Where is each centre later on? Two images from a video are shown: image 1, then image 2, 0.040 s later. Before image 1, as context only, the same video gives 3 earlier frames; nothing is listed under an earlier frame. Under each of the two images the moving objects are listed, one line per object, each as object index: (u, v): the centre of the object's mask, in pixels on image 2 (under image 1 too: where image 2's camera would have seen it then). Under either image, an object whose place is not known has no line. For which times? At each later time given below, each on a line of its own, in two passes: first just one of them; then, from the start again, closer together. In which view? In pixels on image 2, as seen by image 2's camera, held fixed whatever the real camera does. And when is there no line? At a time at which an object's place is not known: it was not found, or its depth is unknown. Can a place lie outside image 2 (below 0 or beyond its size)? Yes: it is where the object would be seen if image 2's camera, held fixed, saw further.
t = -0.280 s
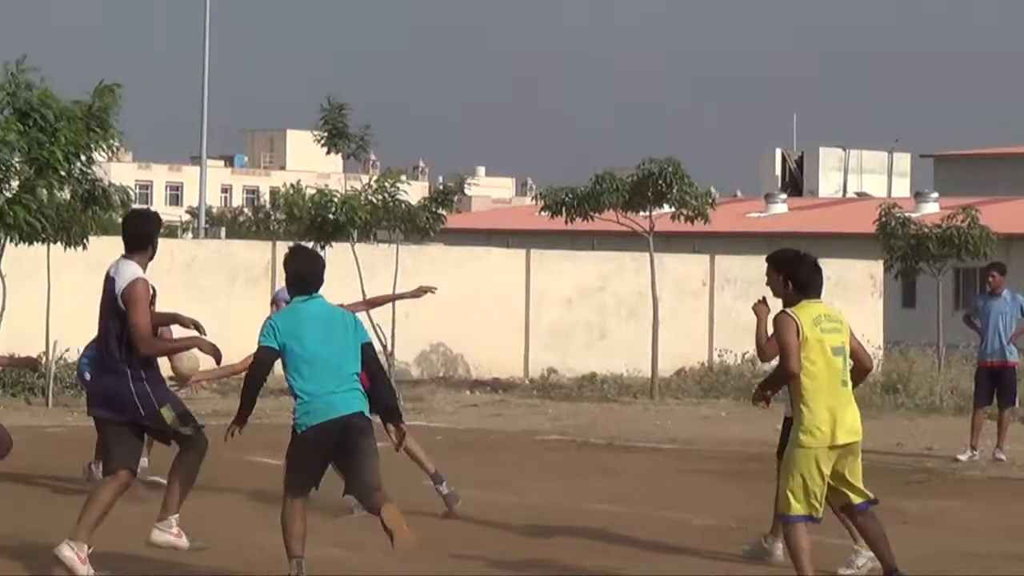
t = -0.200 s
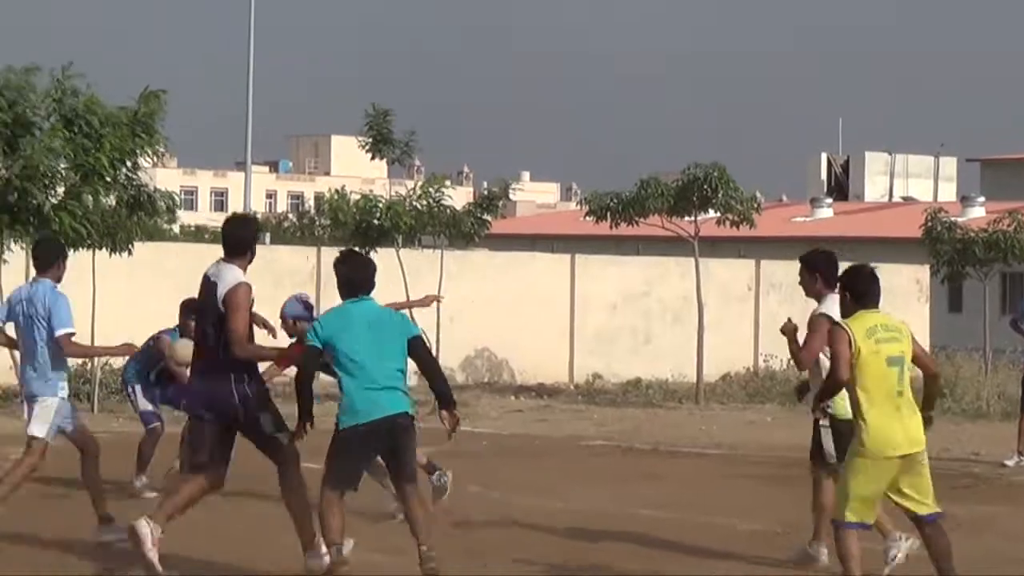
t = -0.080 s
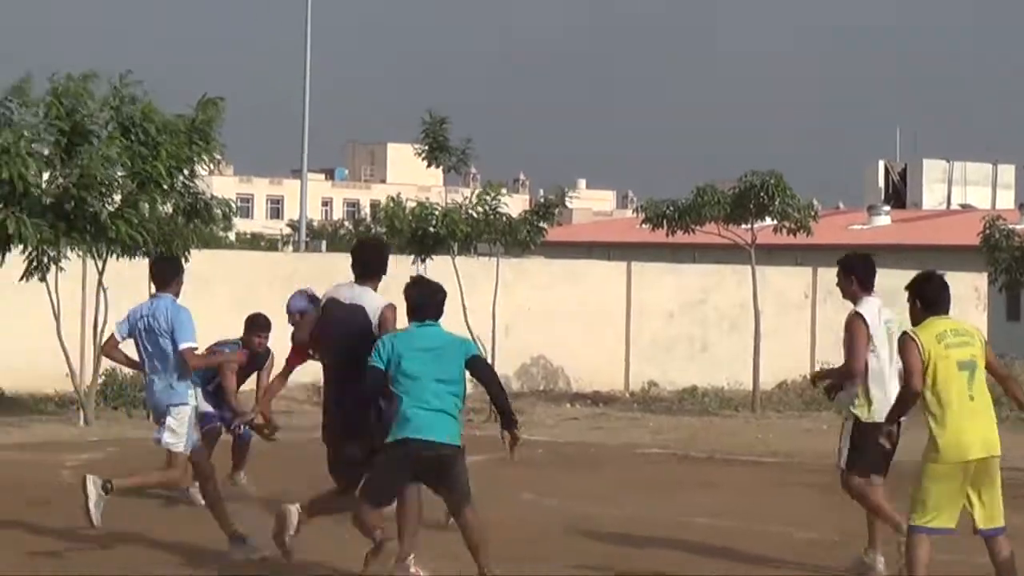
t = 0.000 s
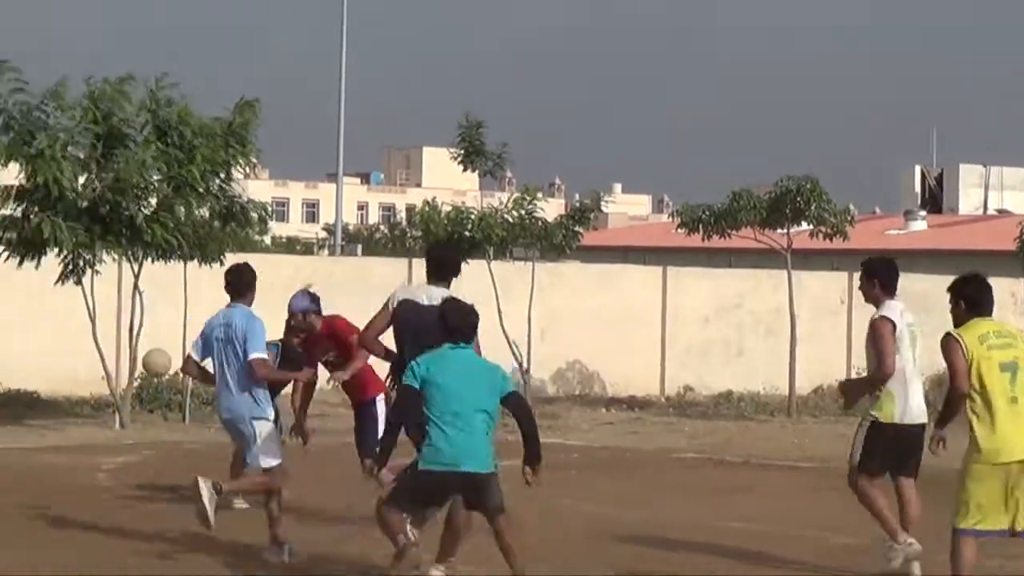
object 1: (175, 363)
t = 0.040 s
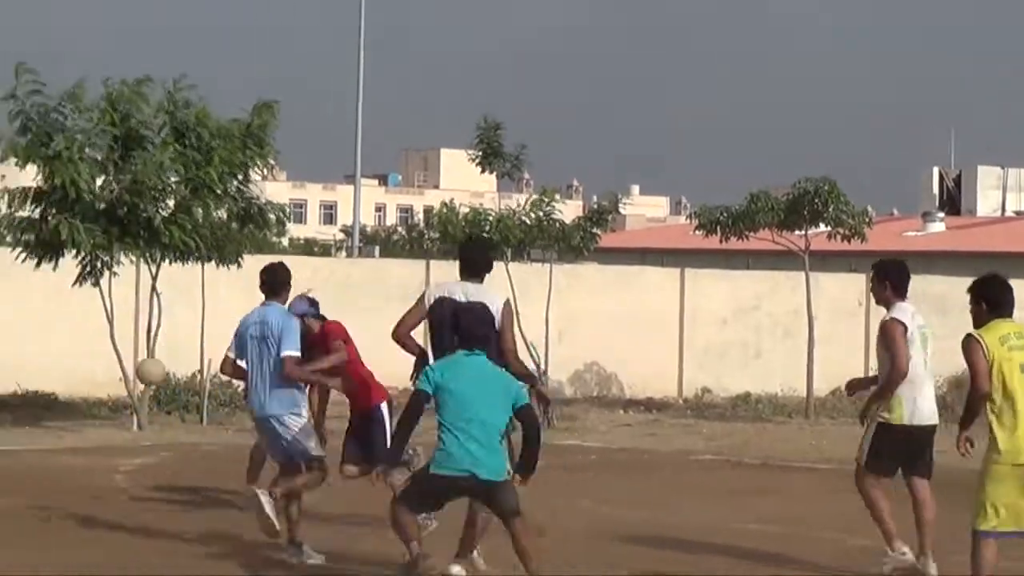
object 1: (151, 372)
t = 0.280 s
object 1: (5, 470)
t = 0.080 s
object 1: (126, 382)
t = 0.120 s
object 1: (102, 394)
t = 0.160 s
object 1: (78, 409)
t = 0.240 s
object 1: (28, 448)
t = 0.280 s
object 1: (5, 470)
